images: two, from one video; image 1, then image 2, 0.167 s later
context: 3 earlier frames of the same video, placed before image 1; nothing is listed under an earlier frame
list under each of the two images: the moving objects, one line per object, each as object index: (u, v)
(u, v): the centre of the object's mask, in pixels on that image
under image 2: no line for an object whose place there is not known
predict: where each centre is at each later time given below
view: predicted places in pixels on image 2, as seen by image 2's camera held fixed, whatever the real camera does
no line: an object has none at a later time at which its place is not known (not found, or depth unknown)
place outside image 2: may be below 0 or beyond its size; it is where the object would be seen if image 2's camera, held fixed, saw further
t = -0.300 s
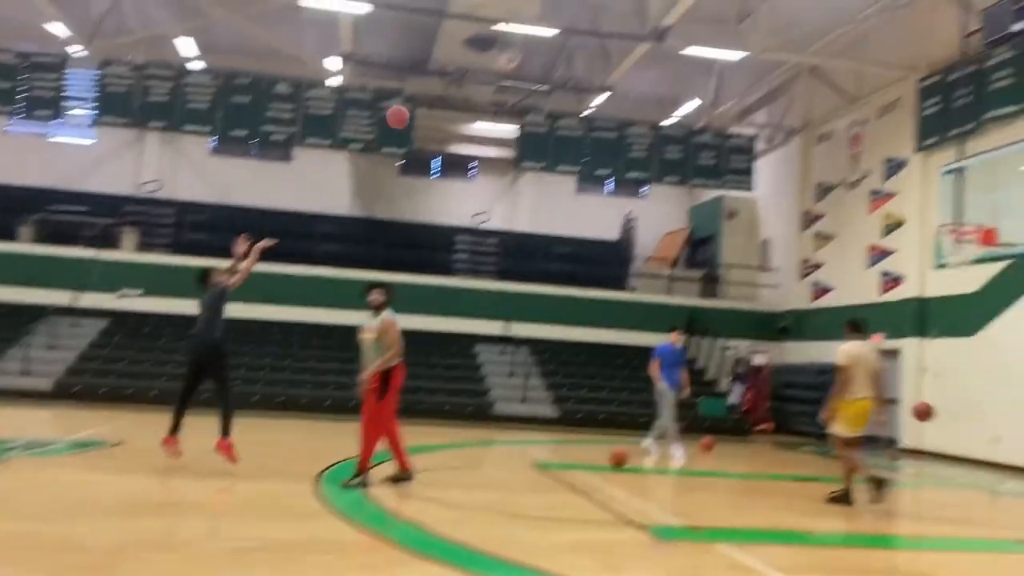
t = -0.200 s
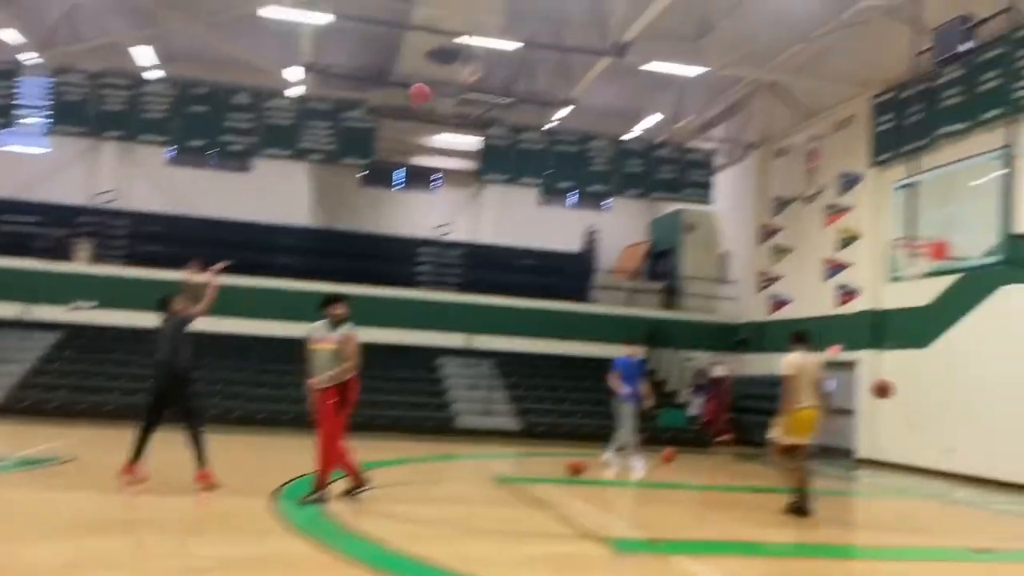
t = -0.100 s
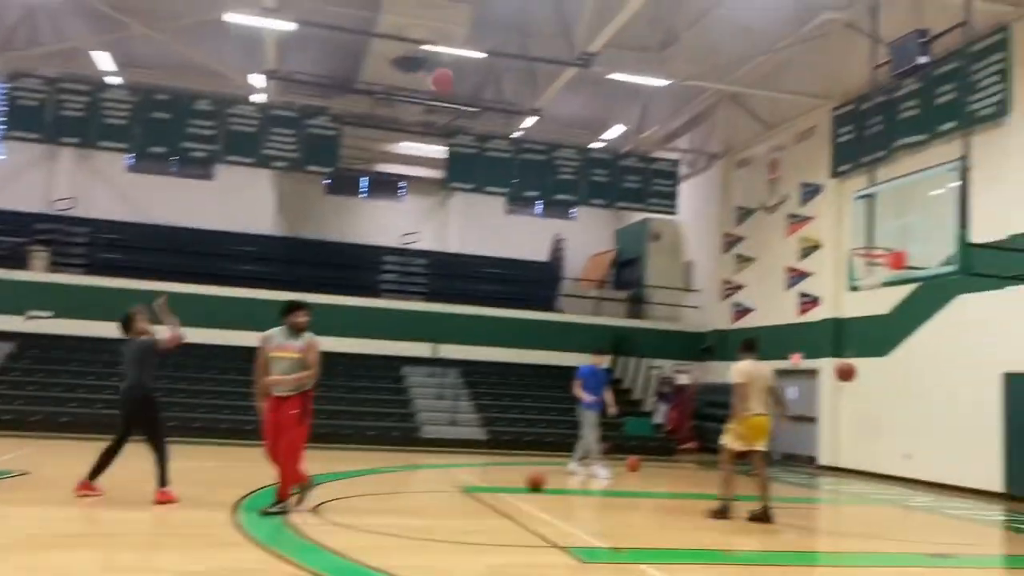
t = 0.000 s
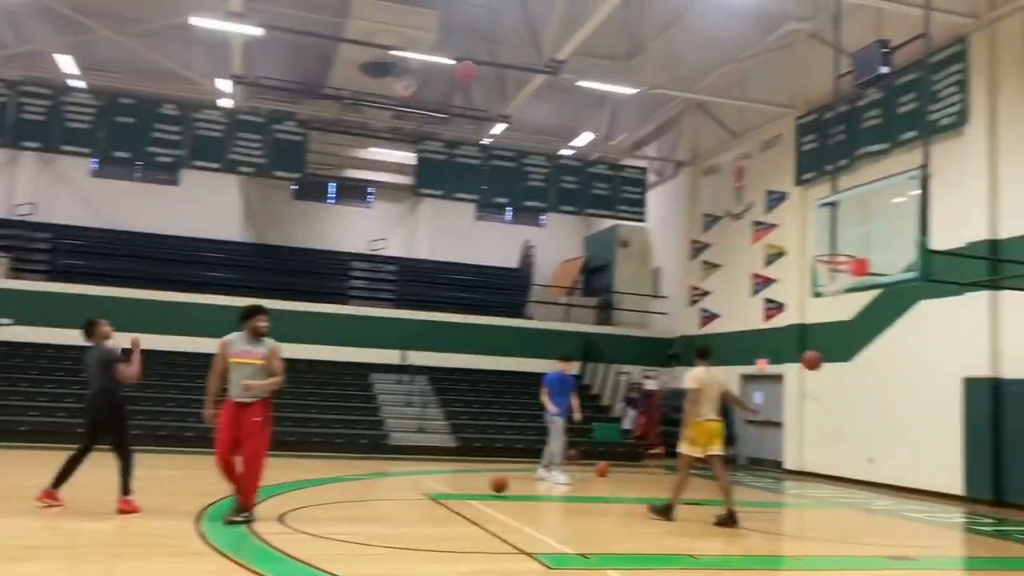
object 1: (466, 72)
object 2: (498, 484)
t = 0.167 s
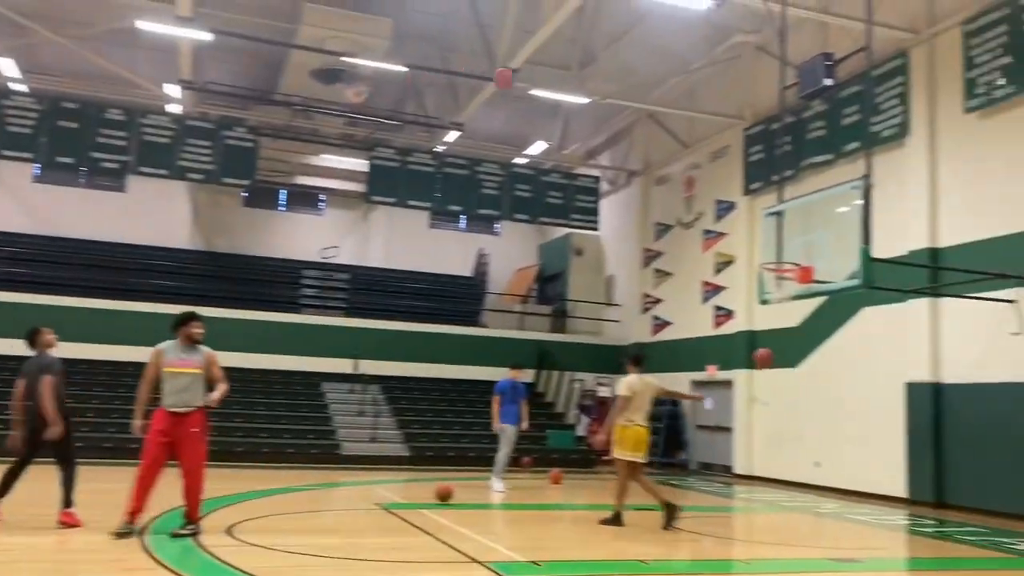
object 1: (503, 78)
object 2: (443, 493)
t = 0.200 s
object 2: (442, 493)
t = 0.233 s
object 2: (442, 493)
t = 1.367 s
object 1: (709, 210)
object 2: (396, 489)
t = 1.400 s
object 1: (704, 215)
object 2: (392, 489)
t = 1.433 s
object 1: (698, 220)
